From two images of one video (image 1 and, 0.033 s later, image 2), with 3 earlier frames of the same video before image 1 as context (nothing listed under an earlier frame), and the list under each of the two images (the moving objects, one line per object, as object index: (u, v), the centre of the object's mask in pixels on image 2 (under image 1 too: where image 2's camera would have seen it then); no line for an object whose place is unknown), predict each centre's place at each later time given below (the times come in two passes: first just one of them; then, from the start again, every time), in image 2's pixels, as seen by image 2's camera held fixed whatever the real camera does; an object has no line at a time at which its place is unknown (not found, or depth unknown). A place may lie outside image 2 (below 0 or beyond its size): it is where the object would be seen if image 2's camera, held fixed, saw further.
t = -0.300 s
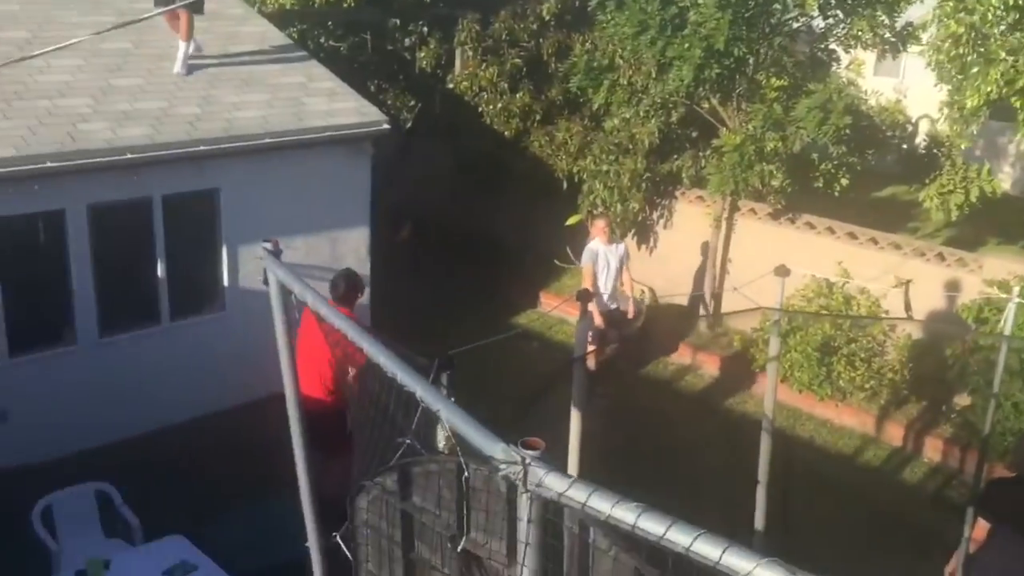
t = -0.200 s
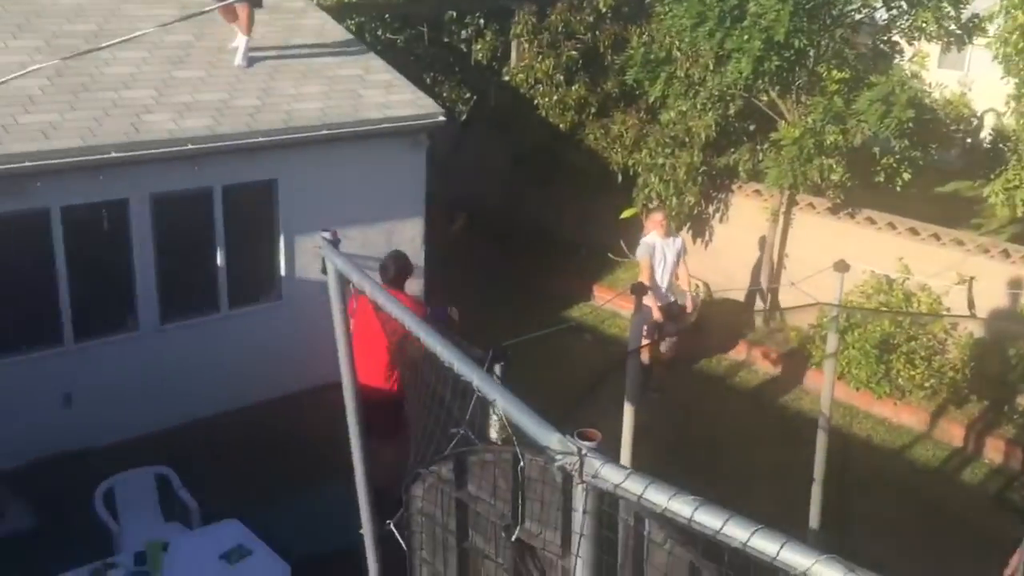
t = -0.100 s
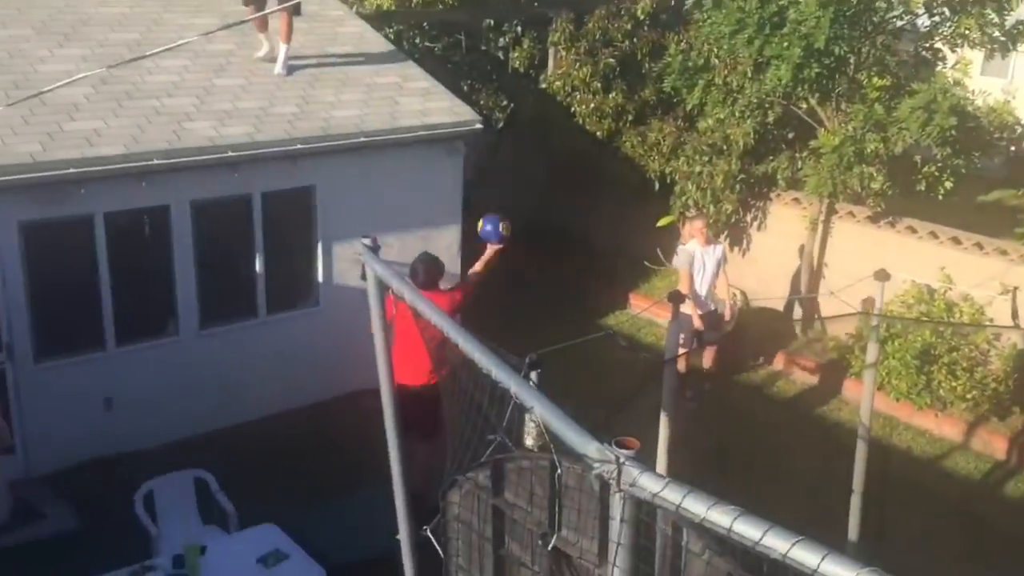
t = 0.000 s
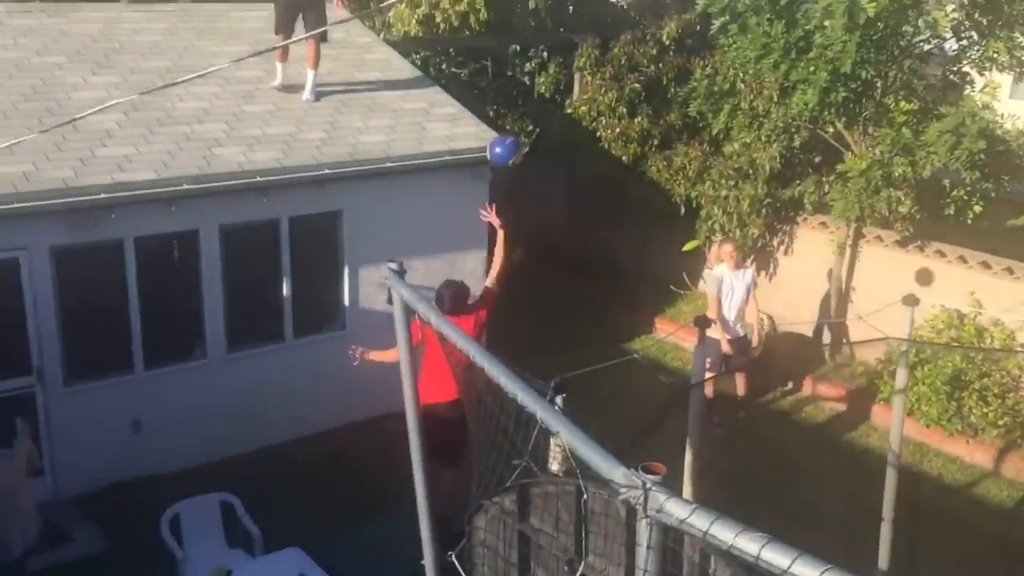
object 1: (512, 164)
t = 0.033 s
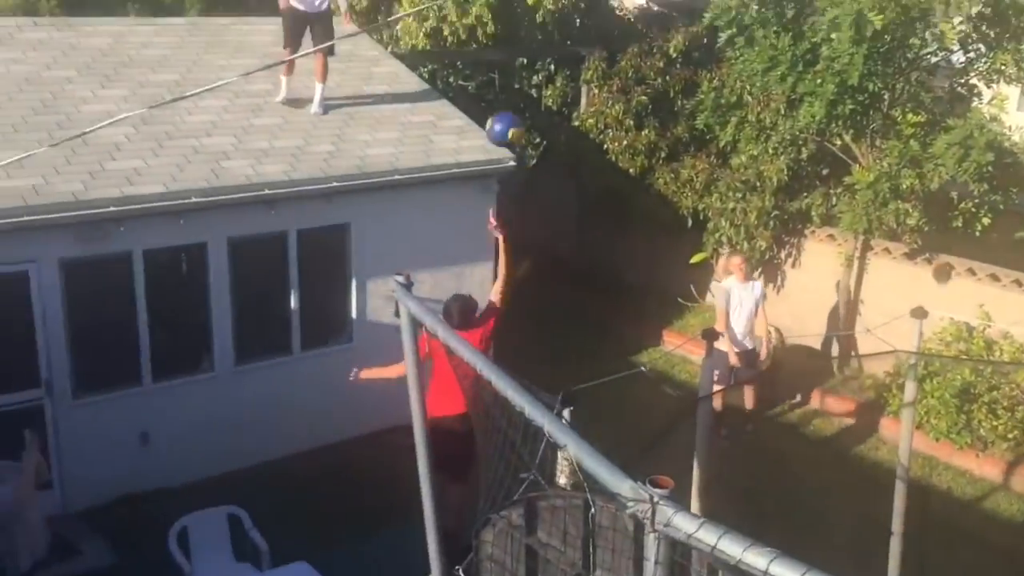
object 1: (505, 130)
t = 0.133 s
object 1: (478, 23)
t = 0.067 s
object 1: (496, 94)
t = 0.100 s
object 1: (487, 59)
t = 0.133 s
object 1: (478, 23)
